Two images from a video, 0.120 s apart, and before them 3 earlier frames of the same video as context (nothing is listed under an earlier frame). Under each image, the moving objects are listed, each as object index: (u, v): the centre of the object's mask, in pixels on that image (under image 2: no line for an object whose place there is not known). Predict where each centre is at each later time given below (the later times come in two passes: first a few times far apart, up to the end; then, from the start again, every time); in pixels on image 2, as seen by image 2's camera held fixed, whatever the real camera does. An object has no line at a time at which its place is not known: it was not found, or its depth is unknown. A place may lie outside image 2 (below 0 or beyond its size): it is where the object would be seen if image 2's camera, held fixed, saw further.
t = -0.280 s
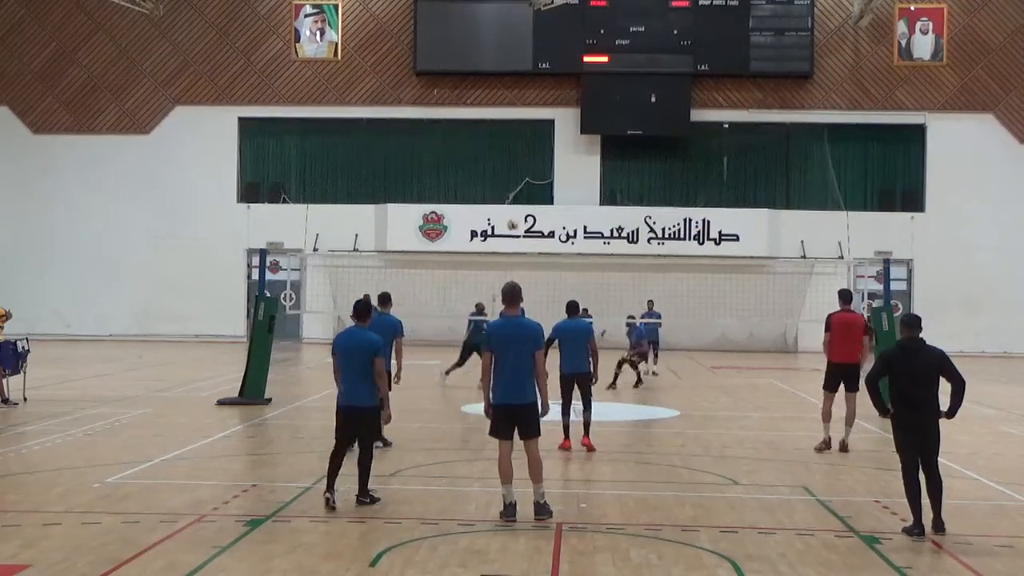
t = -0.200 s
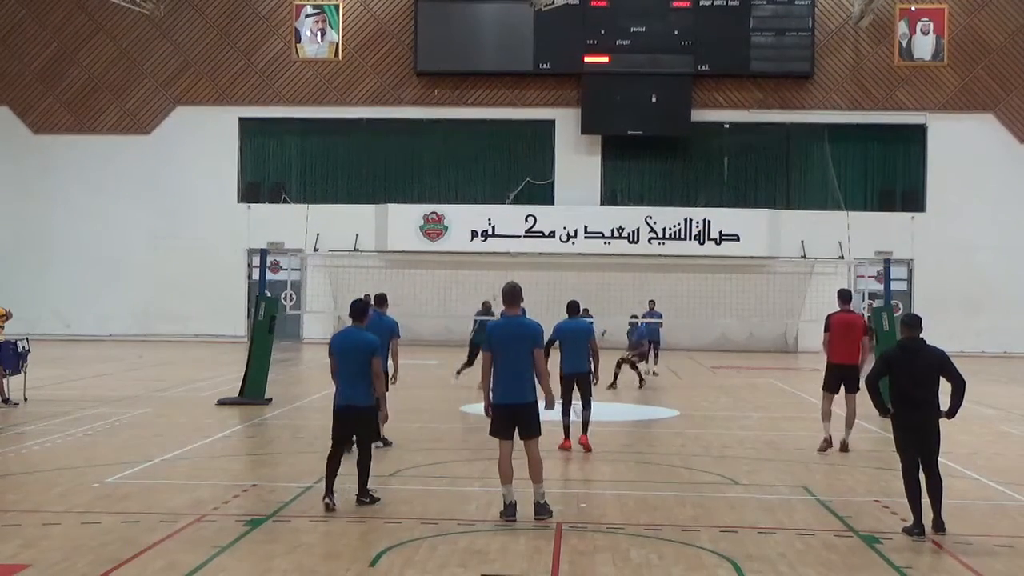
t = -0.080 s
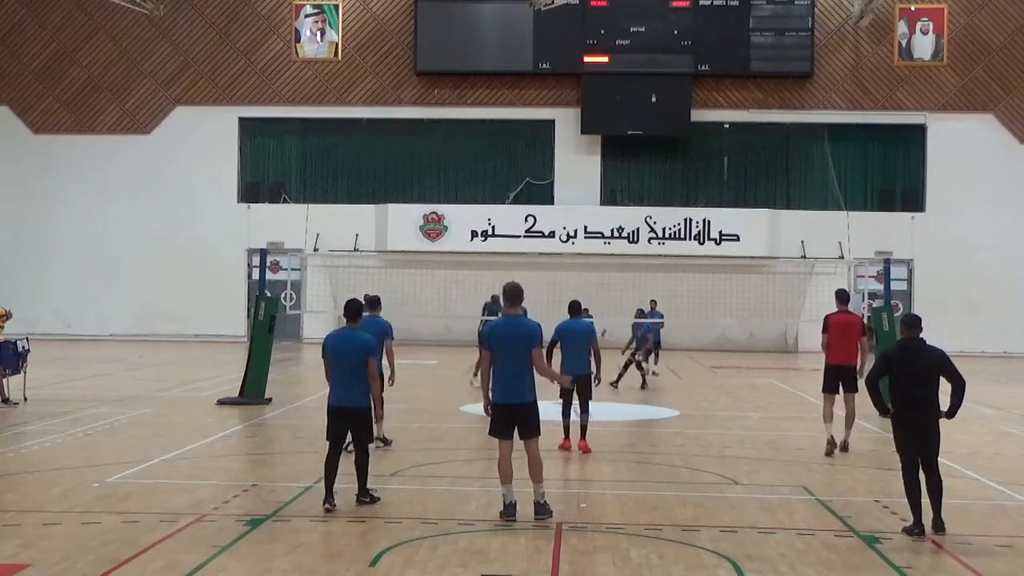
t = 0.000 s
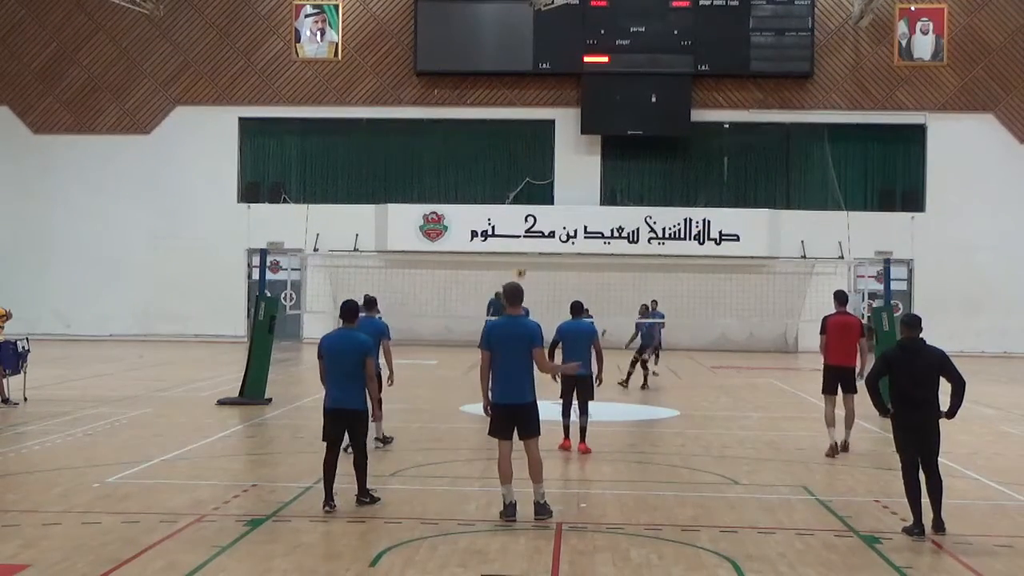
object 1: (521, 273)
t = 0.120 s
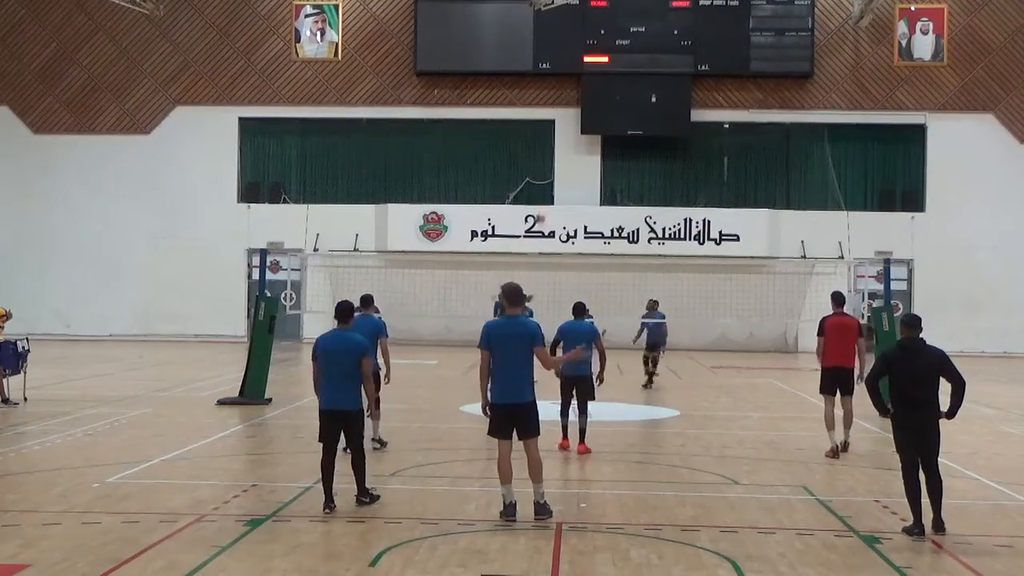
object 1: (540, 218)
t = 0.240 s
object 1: (556, 173)
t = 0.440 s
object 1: (586, 116)
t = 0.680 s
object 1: (619, 76)
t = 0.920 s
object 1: (650, 67)
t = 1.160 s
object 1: (682, 86)
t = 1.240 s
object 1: (691, 98)
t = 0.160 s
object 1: (545, 200)
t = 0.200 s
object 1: (551, 187)
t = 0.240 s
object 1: (556, 173)
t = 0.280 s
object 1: (562, 160)
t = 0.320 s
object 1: (568, 148)
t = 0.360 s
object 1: (573, 136)
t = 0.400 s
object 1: (581, 125)
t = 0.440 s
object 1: (586, 116)
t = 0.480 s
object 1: (591, 107)
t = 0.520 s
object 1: (597, 99)
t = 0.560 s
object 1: (603, 92)
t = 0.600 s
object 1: (608, 86)
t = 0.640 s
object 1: (614, 81)
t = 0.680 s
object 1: (619, 76)
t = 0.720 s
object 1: (624, 72)
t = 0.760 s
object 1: (630, 70)
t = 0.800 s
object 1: (635, 68)
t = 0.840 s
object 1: (640, 67)
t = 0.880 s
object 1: (646, 67)
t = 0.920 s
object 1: (650, 67)
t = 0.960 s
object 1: (656, 68)
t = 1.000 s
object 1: (660, 70)
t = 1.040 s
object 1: (666, 72)
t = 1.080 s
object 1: (671, 76)
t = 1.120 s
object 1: (677, 80)
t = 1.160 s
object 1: (682, 86)
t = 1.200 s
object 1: (686, 92)
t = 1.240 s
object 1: (691, 98)
